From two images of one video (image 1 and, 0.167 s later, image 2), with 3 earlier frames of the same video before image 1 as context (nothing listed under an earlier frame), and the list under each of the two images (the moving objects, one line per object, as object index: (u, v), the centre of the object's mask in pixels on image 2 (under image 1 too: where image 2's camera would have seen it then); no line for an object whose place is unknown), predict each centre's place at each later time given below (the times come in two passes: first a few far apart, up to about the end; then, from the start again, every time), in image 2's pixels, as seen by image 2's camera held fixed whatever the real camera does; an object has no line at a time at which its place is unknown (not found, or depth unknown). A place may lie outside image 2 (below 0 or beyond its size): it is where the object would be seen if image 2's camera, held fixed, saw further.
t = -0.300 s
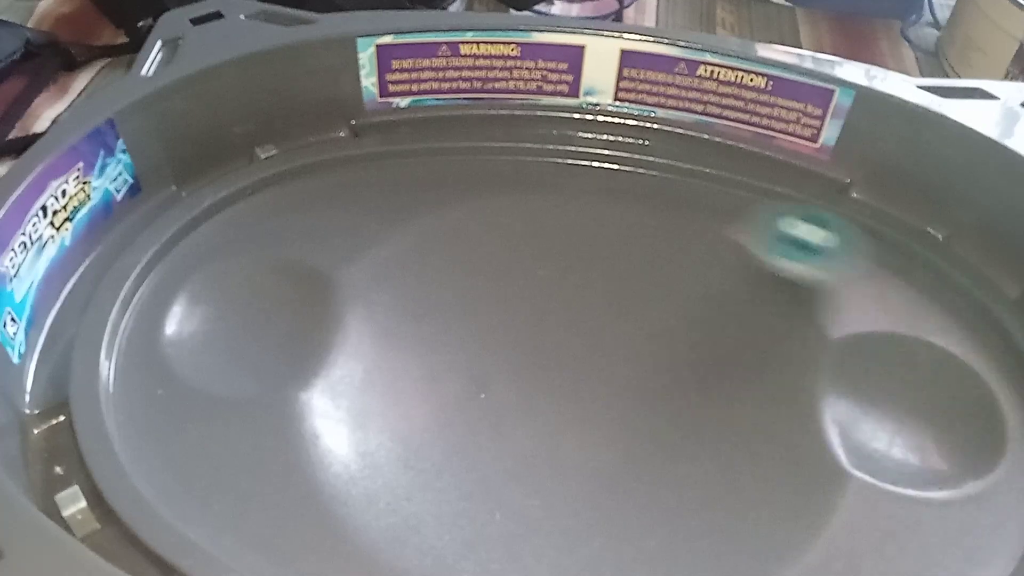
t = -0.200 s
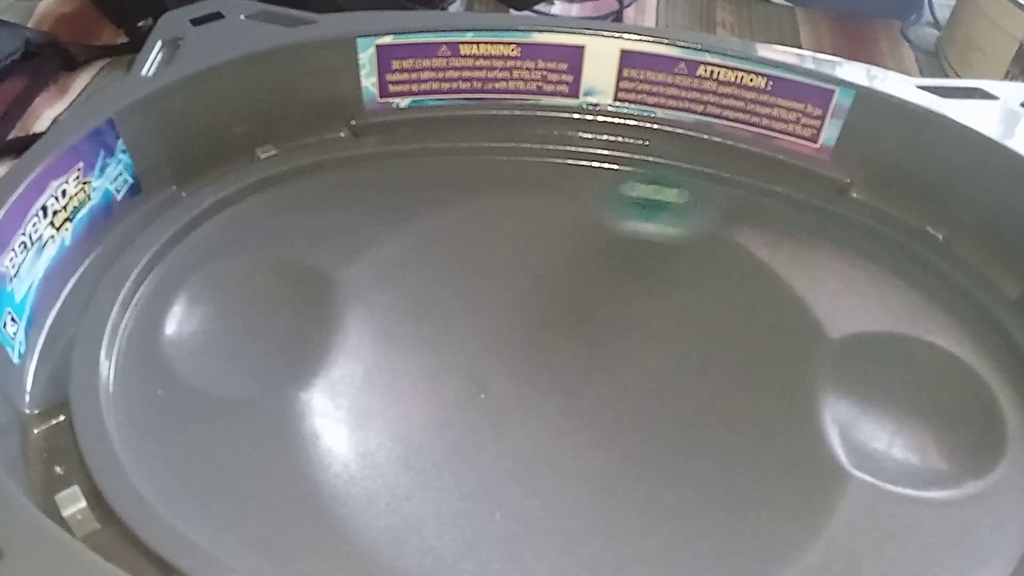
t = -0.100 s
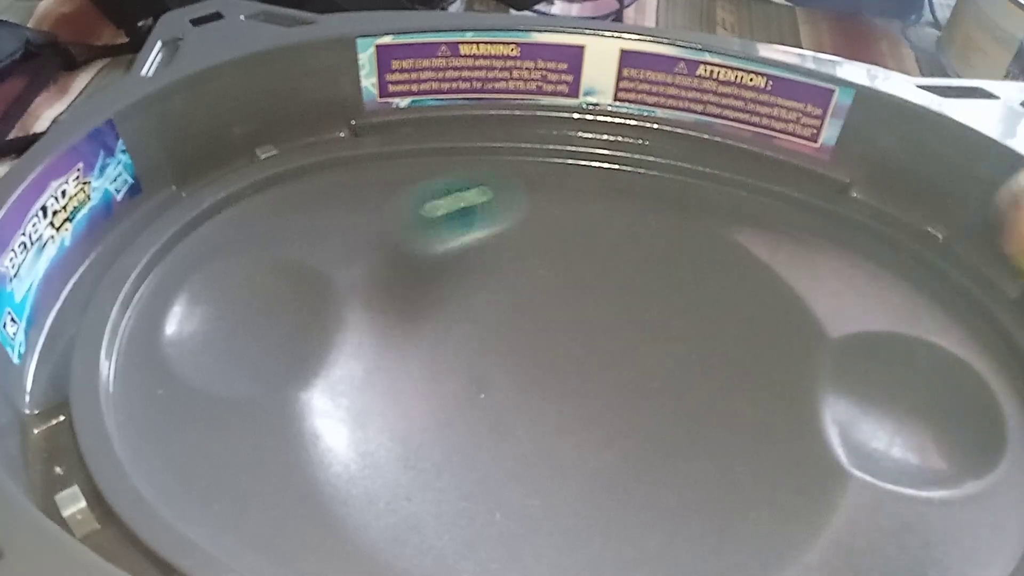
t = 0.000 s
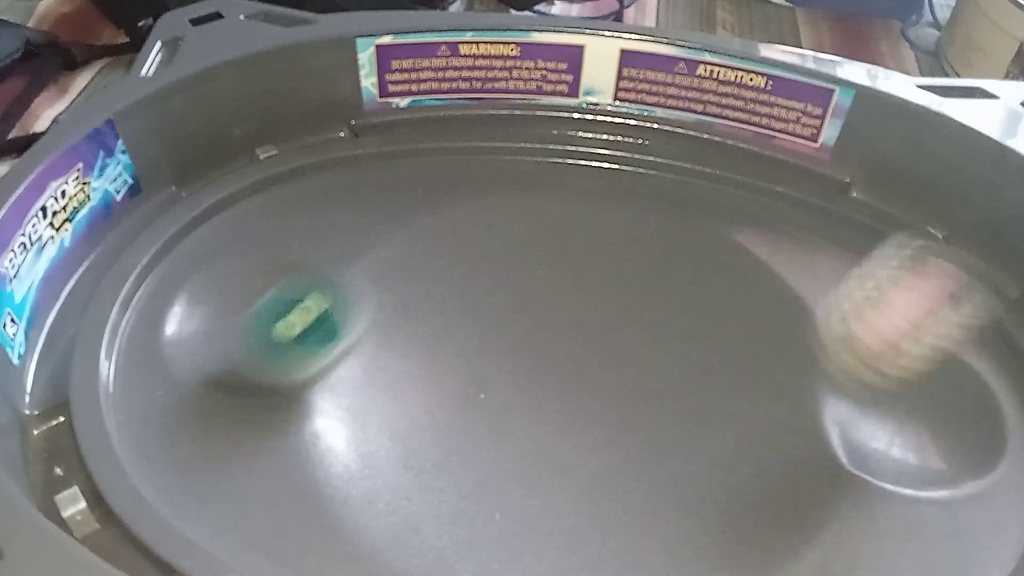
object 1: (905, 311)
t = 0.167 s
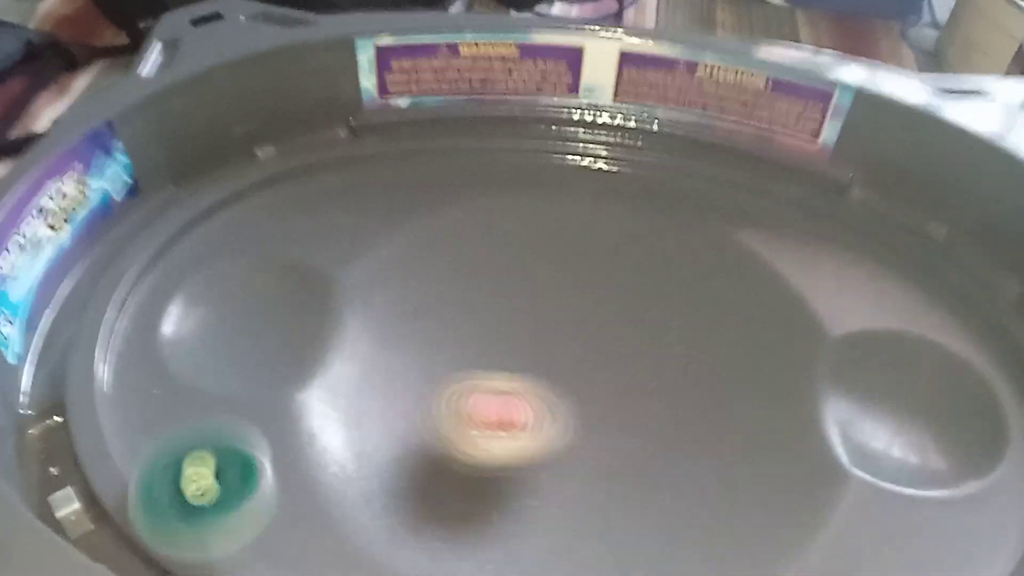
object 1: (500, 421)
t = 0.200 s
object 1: (445, 423)
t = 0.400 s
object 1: (437, 325)
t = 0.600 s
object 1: (787, 380)
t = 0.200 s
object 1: (445, 423)
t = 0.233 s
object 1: (407, 417)
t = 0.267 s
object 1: (379, 401)
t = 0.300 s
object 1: (370, 385)
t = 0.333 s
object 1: (376, 366)
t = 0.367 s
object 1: (399, 344)
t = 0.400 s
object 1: (437, 325)
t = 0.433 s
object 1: (487, 315)
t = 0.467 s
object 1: (546, 315)
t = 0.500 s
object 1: (609, 322)
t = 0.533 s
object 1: (671, 336)
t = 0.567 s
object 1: (732, 357)
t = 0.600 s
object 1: (787, 380)
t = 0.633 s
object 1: (787, 364)
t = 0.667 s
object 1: (758, 330)
